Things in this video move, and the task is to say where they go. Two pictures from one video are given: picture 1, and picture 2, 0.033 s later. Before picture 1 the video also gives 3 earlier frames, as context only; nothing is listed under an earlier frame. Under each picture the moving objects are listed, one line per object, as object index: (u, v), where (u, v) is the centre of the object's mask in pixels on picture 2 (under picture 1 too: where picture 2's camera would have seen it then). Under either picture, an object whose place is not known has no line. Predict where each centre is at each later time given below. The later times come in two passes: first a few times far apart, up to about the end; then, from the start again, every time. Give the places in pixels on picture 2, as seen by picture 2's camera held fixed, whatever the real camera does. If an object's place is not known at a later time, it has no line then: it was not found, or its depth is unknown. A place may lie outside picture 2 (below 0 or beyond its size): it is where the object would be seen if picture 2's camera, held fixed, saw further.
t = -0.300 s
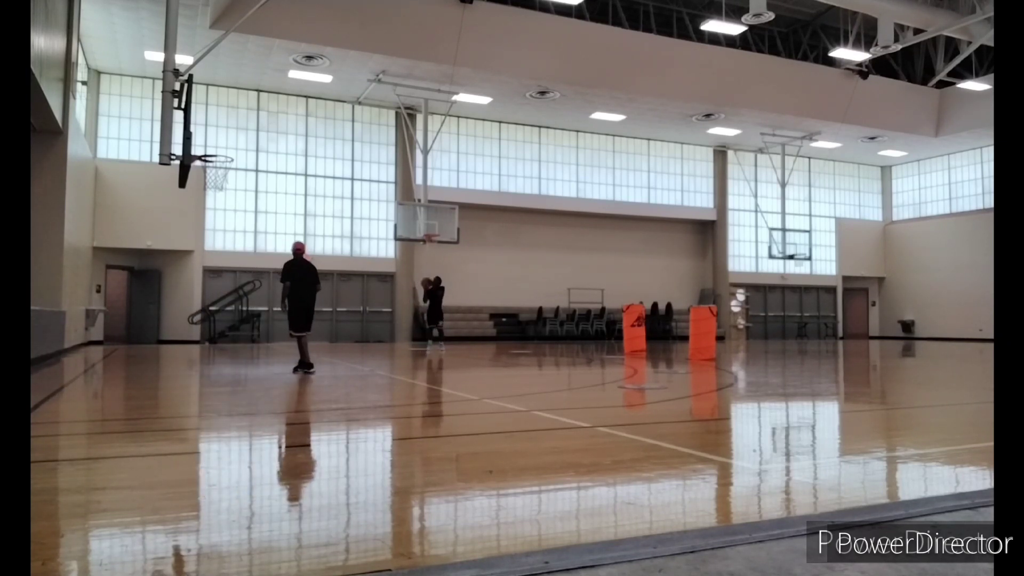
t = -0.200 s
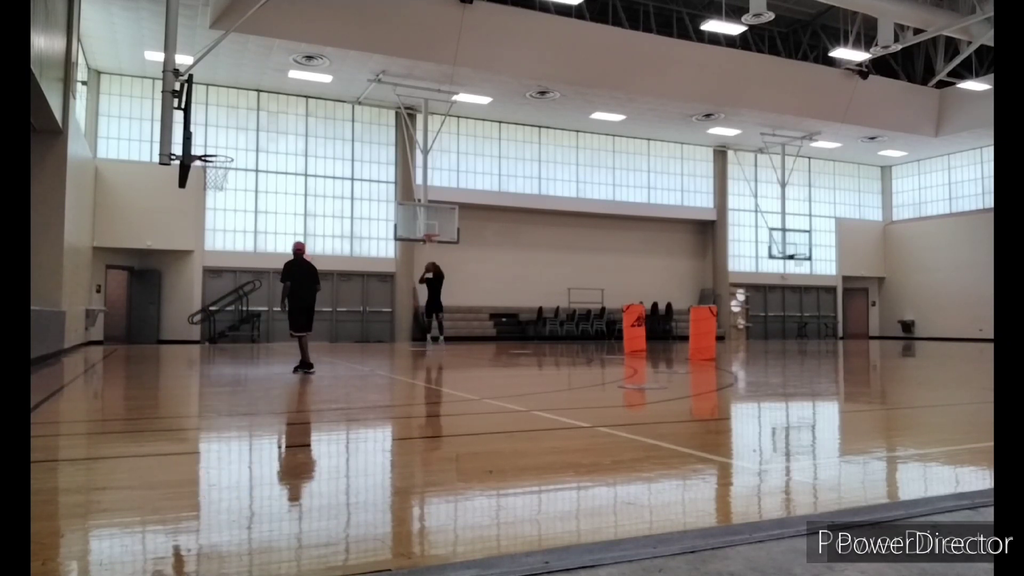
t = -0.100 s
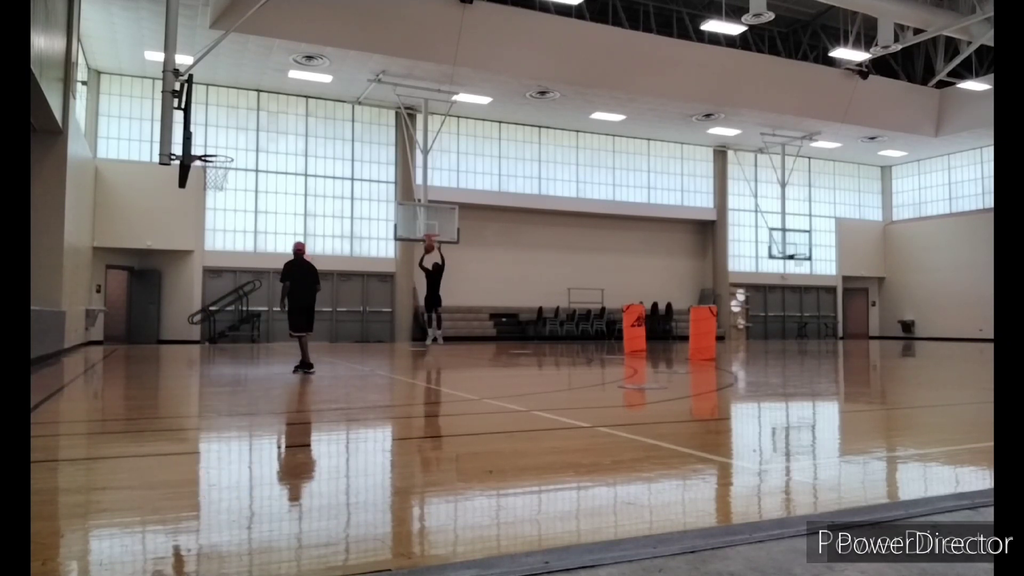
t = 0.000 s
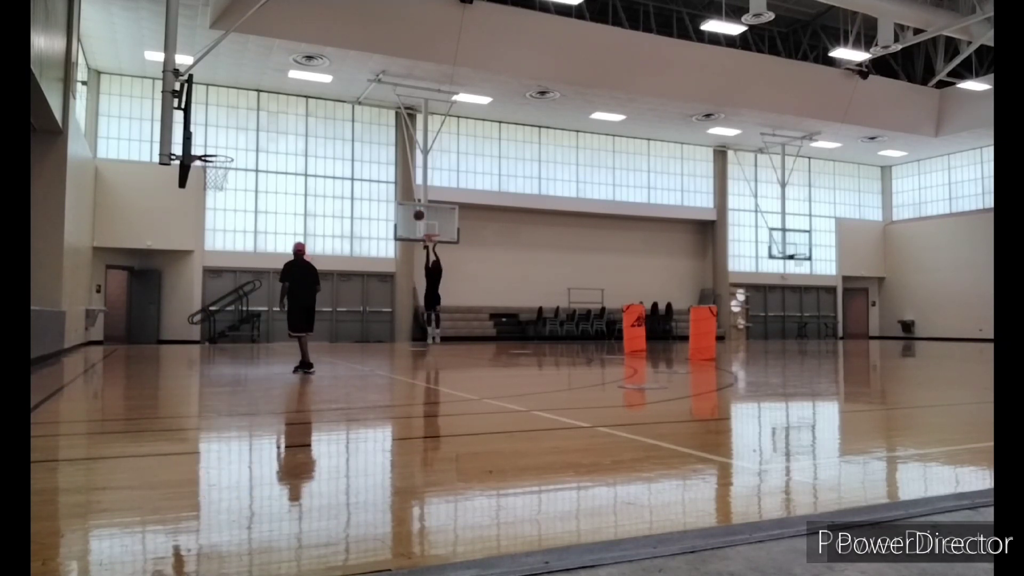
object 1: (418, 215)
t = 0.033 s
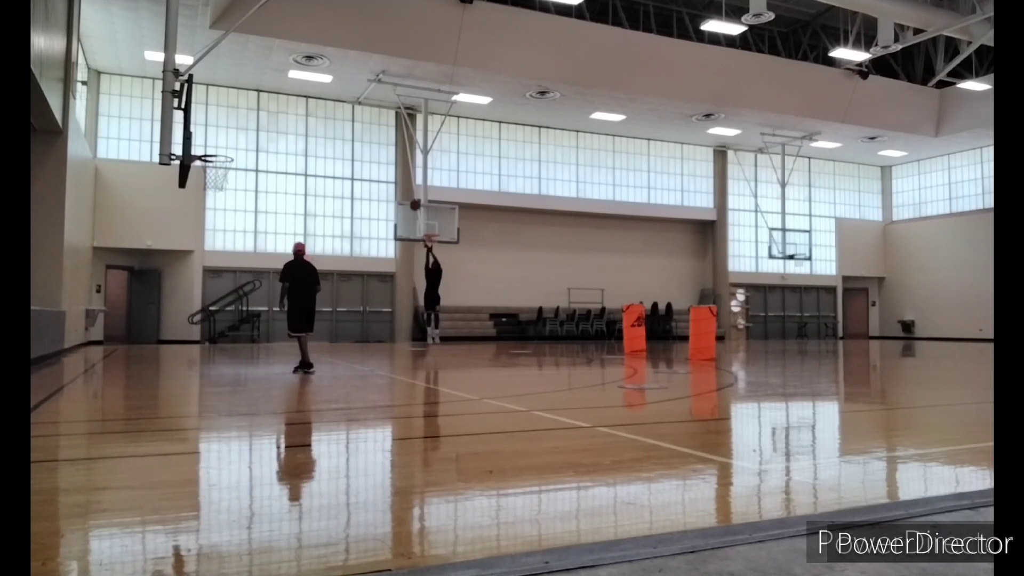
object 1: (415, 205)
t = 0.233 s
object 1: (391, 150)
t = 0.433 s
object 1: (364, 110)
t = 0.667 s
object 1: (329, 86)
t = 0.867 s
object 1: (294, 86)
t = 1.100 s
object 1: (248, 120)
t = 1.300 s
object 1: (208, 176)
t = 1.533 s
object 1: (177, 245)
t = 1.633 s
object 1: (164, 287)
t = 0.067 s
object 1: (411, 195)
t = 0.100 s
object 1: (407, 185)
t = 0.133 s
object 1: (403, 176)
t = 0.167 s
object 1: (399, 167)
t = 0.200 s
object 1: (395, 159)
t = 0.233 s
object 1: (391, 150)
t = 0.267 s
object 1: (386, 143)
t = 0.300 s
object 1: (382, 135)
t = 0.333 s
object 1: (377, 128)
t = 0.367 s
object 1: (373, 122)
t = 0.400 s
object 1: (368, 116)
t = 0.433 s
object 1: (364, 110)
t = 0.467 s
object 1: (359, 105)
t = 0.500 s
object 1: (354, 101)
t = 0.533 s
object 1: (349, 97)
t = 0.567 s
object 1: (344, 93)
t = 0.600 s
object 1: (339, 90)
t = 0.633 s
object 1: (334, 88)
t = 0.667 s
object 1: (329, 86)
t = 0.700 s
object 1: (323, 85)
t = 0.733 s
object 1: (317, 84)
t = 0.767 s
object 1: (312, 84)
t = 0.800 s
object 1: (306, 84)
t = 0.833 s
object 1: (300, 85)
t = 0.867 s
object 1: (294, 86)
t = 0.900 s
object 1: (288, 89)
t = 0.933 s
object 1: (282, 92)
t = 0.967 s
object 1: (275, 96)
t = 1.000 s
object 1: (269, 101)
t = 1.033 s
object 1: (262, 106)
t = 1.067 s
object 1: (255, 113)
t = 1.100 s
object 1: (248, 120)
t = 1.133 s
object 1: (241, 128)
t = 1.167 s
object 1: (234, 137)
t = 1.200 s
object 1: (227, 147)
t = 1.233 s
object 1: (219, 157)
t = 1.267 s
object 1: (213, 168)
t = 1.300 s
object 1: (208, 176)
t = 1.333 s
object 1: (204, 184)
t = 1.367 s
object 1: (199, 192)
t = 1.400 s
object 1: (195, 201)
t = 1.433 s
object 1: (191, 210)
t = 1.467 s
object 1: (186, 221)
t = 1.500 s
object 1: (182, 232)
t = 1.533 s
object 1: (177, 245)
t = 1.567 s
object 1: (172, 257)
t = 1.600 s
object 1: (167, 272)
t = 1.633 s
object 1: (164, 287)
